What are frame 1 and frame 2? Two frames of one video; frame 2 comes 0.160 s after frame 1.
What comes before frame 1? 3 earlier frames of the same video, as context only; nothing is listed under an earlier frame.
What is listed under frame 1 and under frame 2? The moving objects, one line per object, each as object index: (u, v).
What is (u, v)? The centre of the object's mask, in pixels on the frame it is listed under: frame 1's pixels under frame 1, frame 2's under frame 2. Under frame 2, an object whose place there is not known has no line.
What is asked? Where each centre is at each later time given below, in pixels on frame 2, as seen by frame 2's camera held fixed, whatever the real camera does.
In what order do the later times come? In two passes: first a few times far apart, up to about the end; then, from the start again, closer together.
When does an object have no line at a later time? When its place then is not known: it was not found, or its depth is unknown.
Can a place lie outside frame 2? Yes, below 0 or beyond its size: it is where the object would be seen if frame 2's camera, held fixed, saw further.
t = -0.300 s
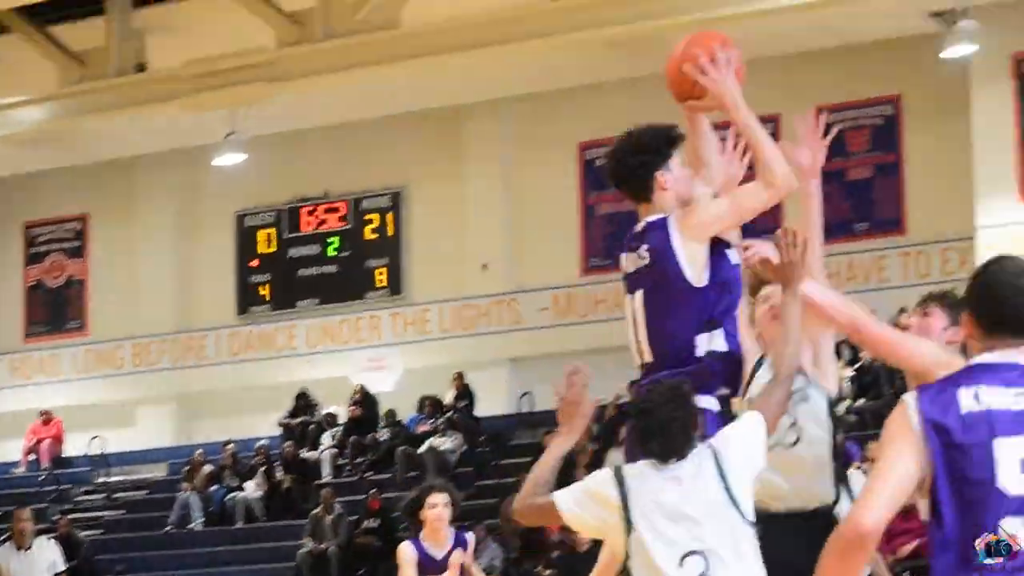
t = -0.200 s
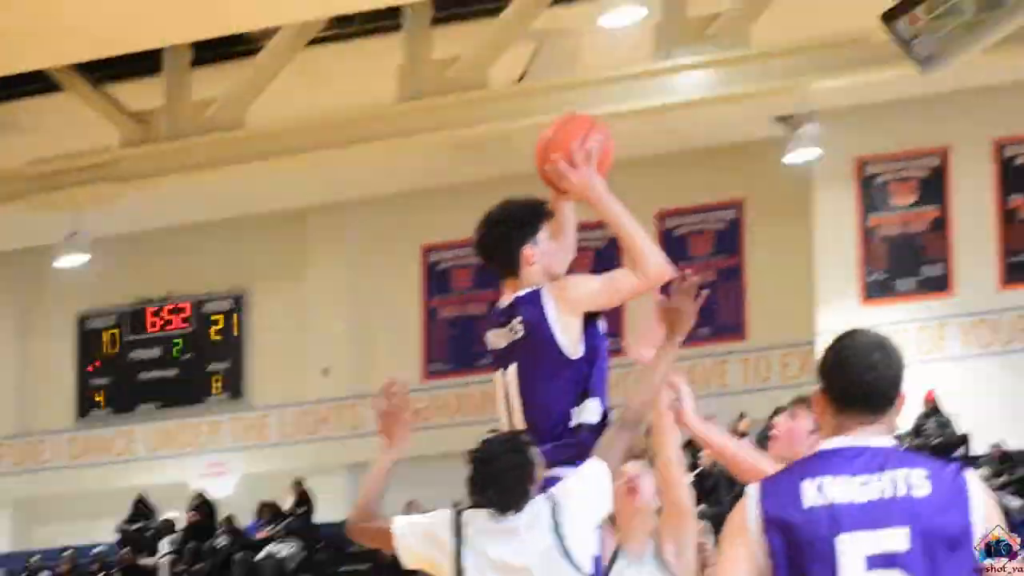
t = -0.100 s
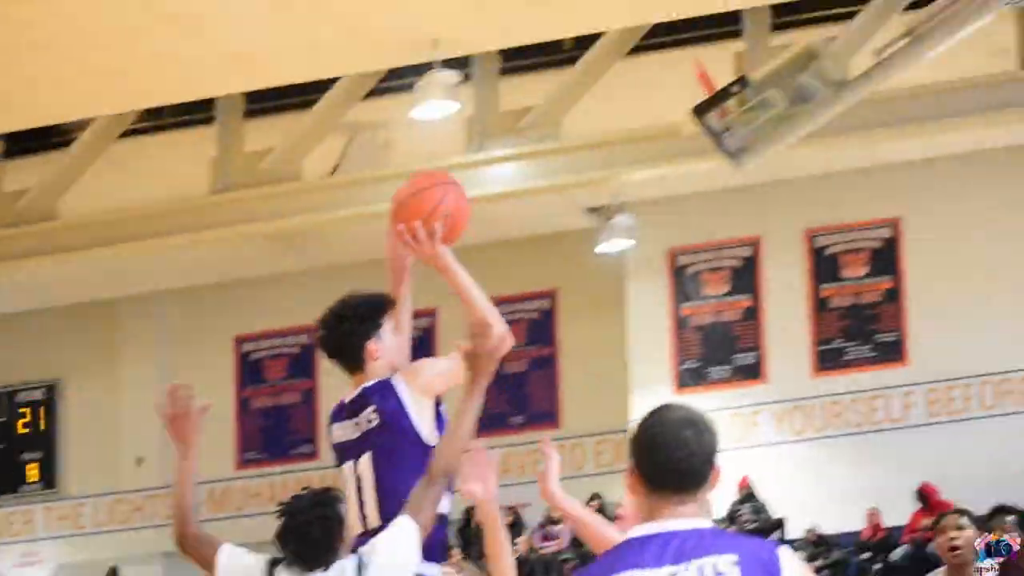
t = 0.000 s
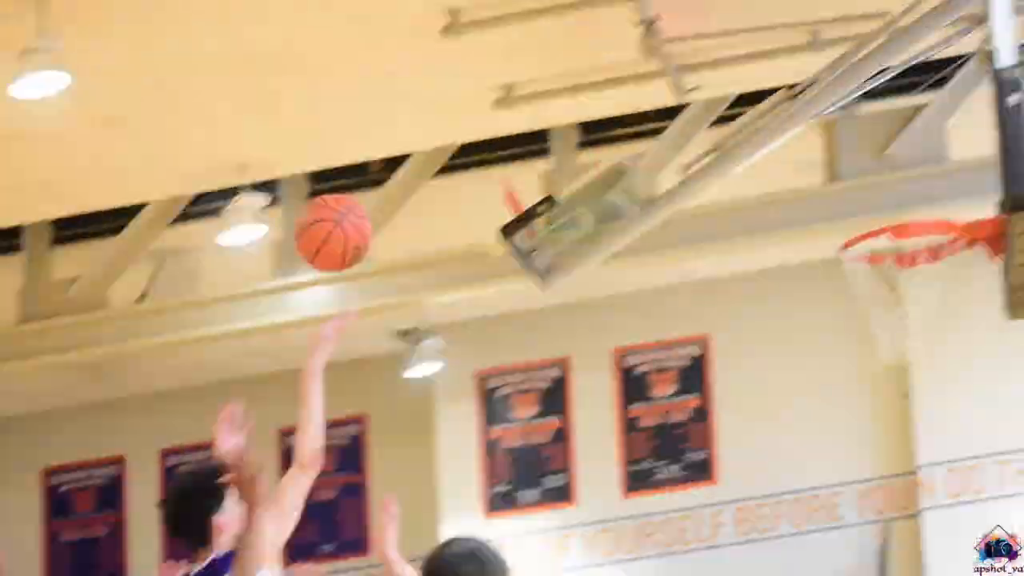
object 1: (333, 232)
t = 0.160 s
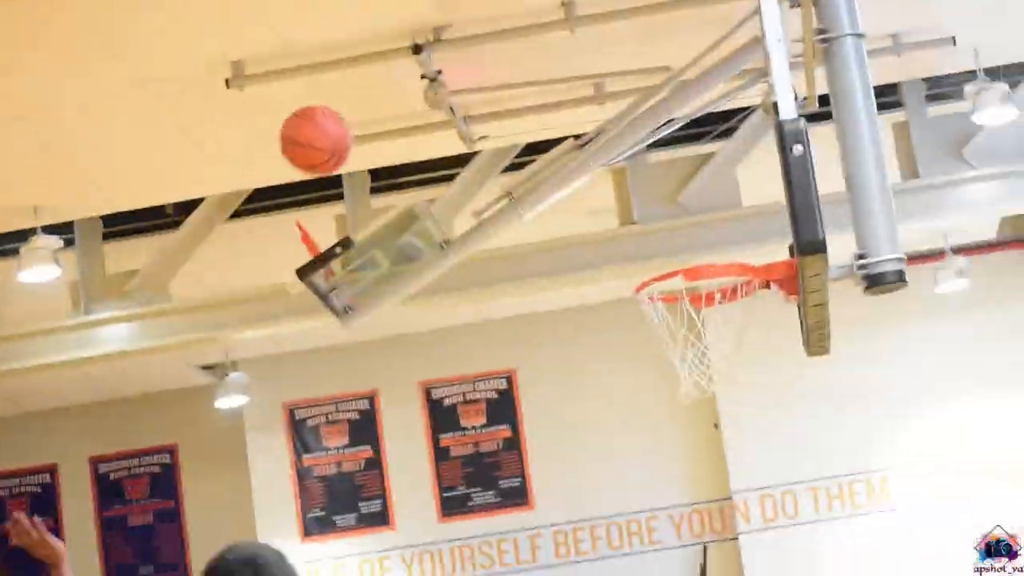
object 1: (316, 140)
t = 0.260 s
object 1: (422, 104)
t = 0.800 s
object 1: (613, 274)
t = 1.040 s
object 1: (487, 355)
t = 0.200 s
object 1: (359, 119)
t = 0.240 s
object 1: (401, 105)
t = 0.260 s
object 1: (422, 104)
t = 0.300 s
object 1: (465, 114)
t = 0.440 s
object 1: (610, 107)
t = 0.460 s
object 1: (631, 104)
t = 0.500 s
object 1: (673, 106)
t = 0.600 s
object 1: (732, 149)
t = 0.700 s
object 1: (673, 226)
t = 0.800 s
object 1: (613, 274)
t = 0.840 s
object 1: (589, 279)
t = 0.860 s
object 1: (577, 283)
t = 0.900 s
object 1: (555, 293)
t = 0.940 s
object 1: (535, 306)
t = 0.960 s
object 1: (524, 314)
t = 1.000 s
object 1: (505, 333)
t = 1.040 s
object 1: (487, 355)
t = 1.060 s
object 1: (480, 370)
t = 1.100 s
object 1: (467, 399)
